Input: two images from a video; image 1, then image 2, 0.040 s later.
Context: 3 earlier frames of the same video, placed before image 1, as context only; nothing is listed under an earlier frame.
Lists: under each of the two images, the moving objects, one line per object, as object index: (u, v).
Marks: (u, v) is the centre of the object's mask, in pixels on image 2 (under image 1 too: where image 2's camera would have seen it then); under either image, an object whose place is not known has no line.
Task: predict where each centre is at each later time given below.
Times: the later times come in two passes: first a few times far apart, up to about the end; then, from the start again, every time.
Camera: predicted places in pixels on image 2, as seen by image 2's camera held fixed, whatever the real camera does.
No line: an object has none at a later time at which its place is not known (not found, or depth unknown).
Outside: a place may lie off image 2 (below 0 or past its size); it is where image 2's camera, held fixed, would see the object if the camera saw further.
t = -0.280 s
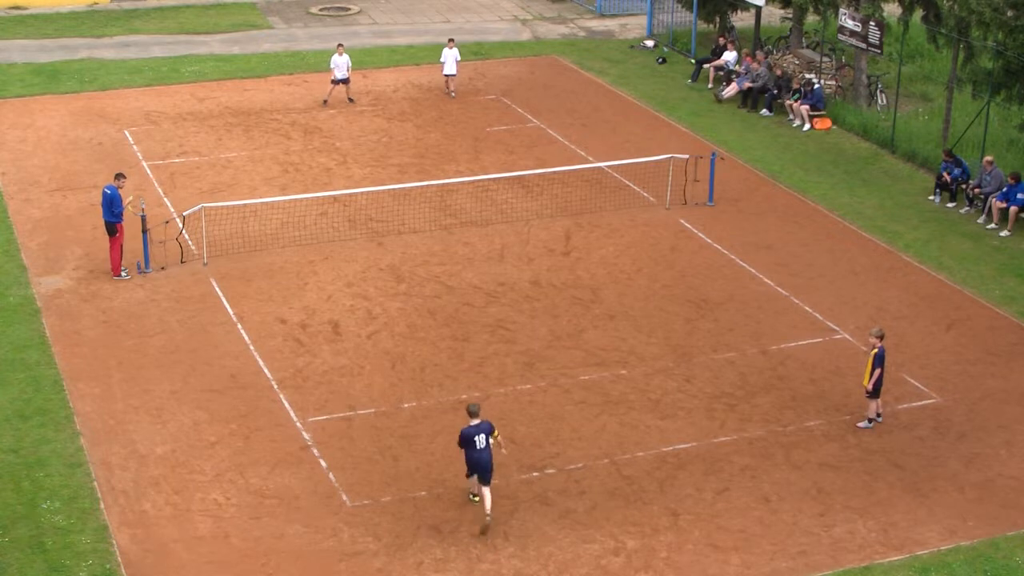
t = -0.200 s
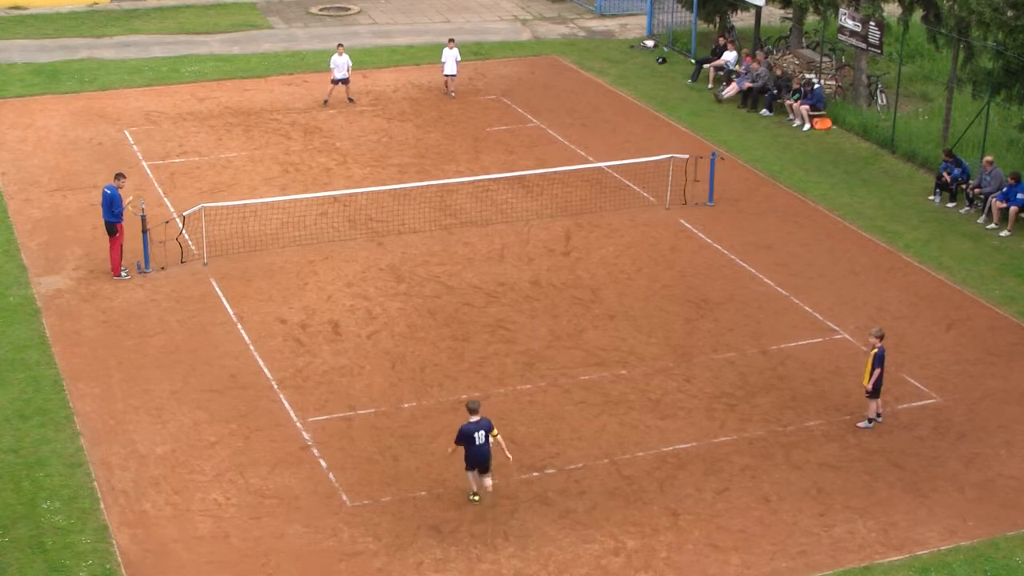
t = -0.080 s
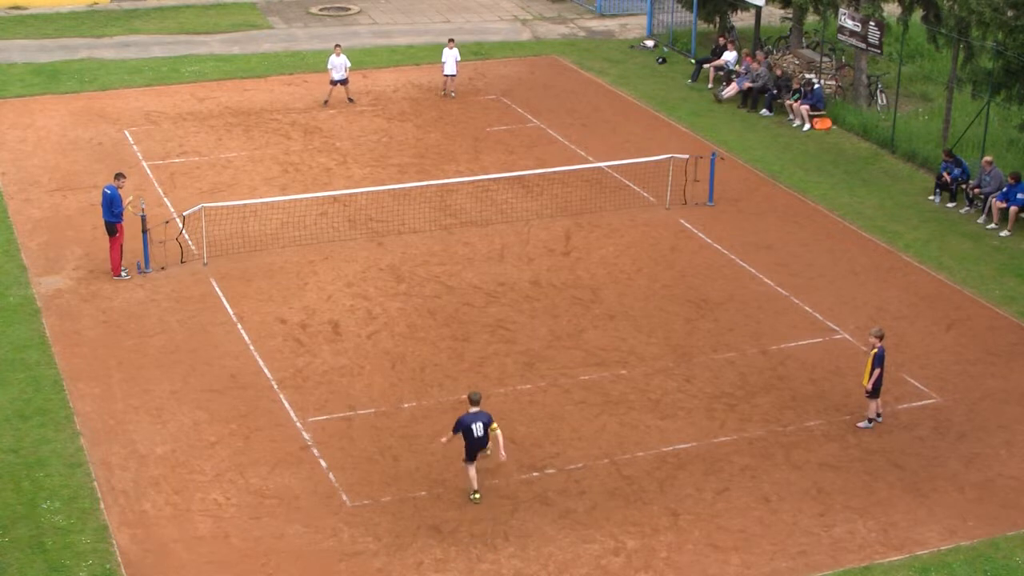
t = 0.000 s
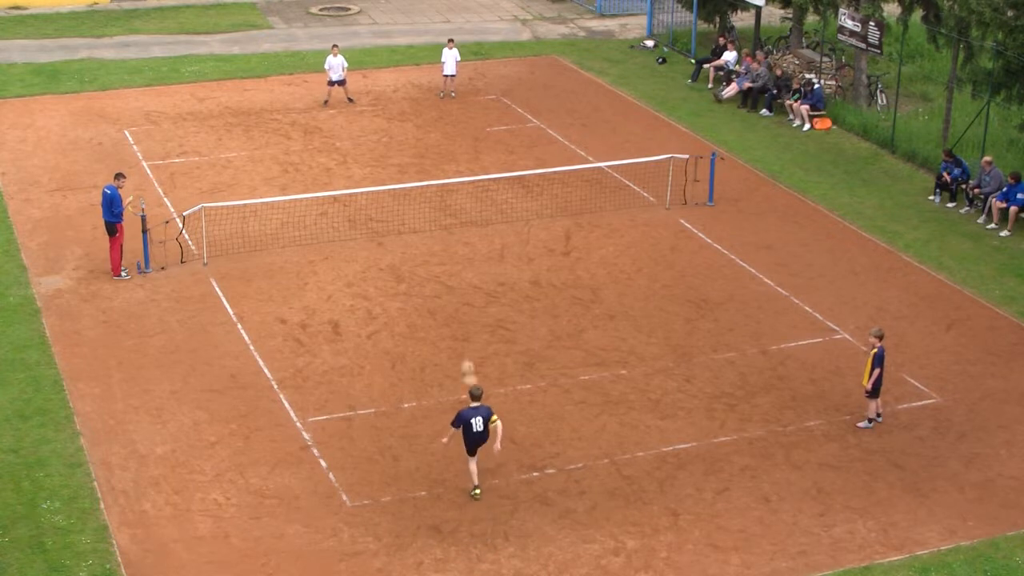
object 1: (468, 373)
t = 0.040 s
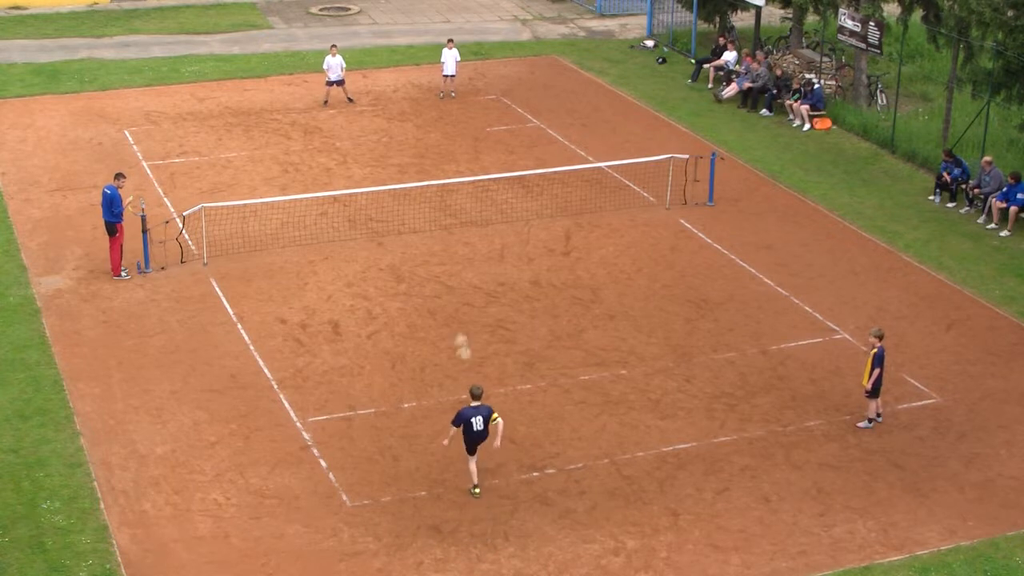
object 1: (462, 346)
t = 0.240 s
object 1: (435, 245)
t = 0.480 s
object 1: (411, 180)
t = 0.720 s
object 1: (395, 164)
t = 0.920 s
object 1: (386, 175)
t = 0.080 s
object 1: (456, 323)
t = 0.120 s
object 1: (450, 300)
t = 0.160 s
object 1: (444, 279)
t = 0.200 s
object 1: (440, 261)
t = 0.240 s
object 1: (435, 245)
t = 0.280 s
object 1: (430, 230)
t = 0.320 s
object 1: (427, 217)
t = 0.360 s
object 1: (422, 206)
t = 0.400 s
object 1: (418, 196)
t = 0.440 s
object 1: (415, 187)
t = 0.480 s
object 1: (411, 180)
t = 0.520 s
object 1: (408, 174)
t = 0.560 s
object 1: (406, 171)
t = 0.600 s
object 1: (402, 168)
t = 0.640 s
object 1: (400, 165)
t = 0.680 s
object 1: (398, 164)
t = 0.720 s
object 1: (395, 164)
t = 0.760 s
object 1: (393, 165)
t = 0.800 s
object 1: (391, 166)
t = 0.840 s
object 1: (389, 169)
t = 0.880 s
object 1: (388, 172)
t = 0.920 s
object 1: (386, 175)
